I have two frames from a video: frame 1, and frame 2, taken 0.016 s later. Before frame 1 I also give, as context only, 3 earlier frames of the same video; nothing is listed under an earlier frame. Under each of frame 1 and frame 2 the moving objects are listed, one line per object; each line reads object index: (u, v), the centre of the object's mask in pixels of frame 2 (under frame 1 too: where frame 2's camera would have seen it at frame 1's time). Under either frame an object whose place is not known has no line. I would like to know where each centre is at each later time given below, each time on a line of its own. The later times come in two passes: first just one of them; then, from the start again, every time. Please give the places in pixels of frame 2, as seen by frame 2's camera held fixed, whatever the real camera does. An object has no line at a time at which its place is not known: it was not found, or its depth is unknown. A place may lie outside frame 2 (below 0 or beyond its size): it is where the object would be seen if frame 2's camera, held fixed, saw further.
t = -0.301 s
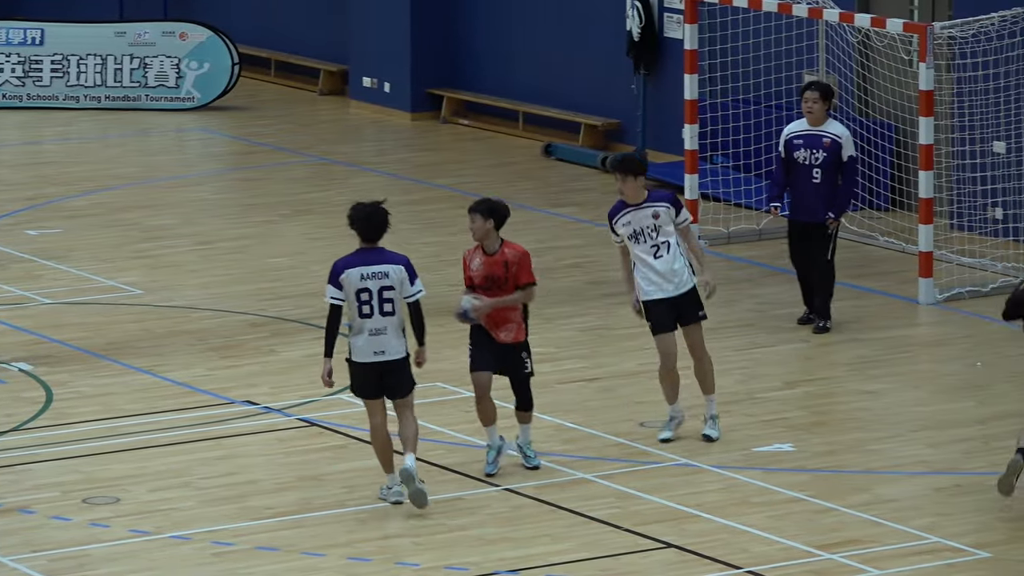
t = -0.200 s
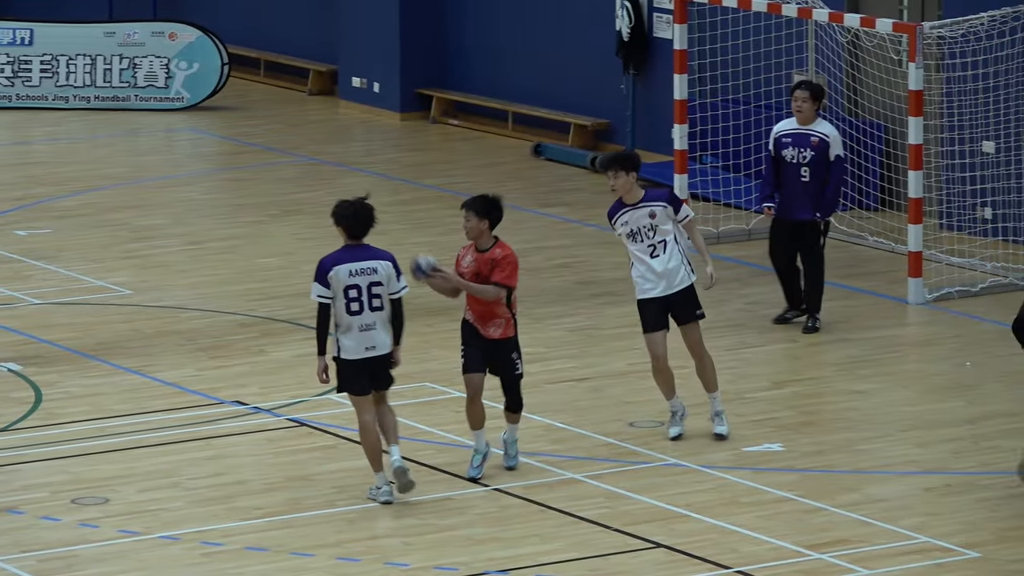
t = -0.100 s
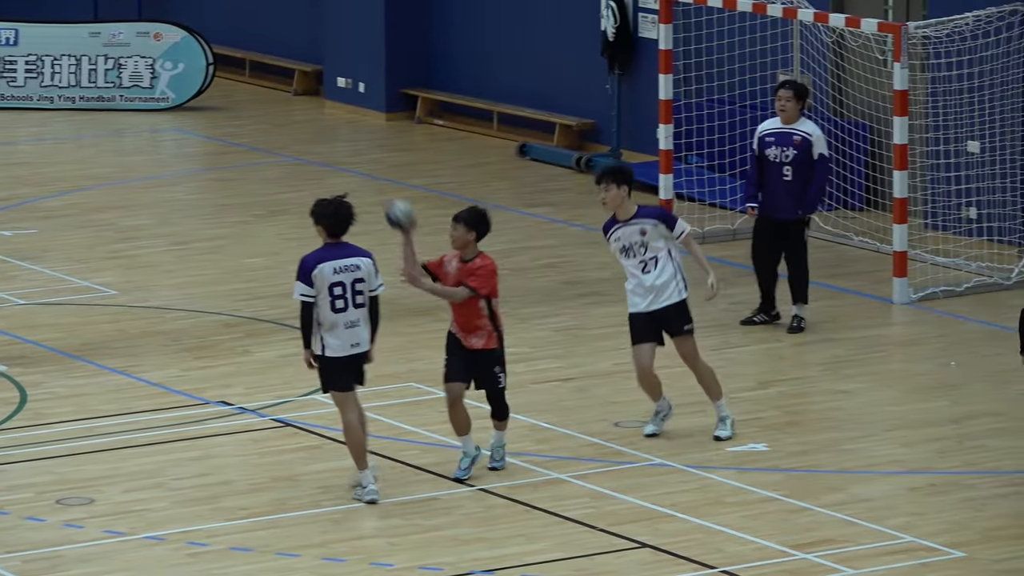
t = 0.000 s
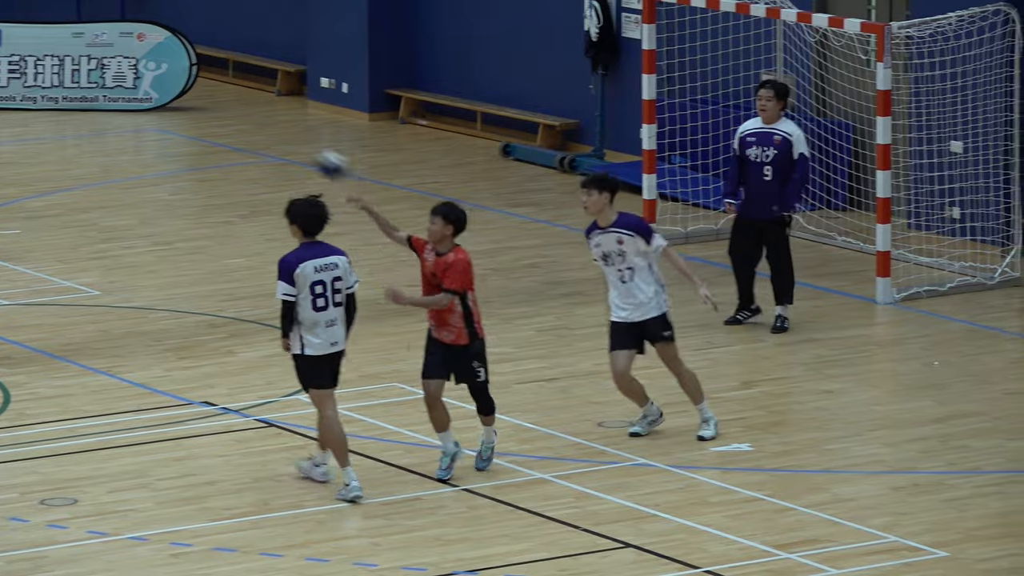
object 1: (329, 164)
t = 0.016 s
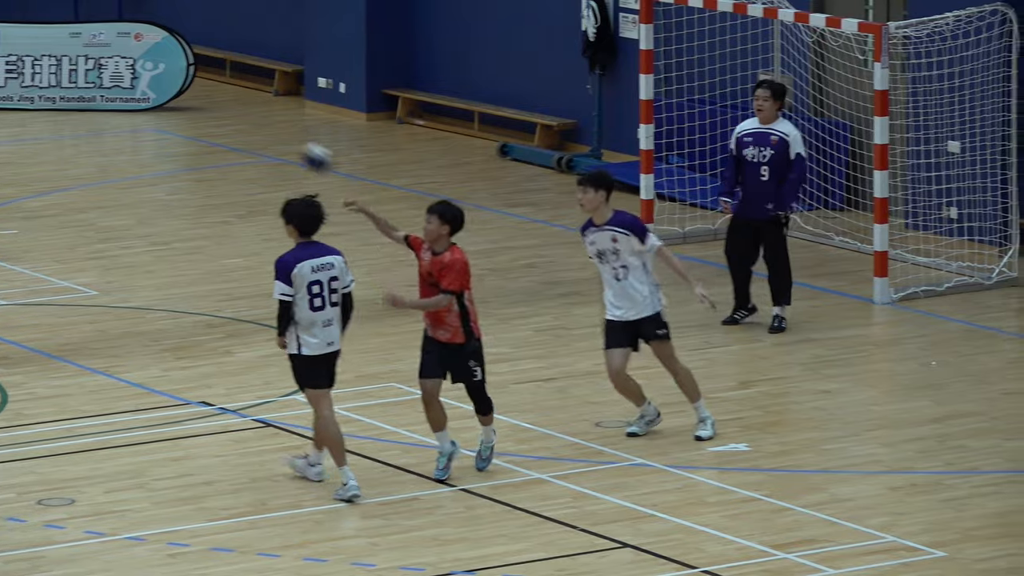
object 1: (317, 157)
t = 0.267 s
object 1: (126, 105)
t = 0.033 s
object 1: (304, 150)
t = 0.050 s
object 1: (292, 143)
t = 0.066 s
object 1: (279, 138)
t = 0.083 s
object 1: (265, 134)
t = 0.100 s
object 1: (252, 130)
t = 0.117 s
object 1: (239, 125)
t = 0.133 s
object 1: (226, 122)
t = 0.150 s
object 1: (212, 118)
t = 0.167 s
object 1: (201, 115)
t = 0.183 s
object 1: (187, 112)
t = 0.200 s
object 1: (174, 111)
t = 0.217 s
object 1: (164, 109)
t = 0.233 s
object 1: (151, 107)
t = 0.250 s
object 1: (138, 106)
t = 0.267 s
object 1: (126, 105)
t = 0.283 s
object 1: (115, 104)
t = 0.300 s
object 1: (105, 104)
